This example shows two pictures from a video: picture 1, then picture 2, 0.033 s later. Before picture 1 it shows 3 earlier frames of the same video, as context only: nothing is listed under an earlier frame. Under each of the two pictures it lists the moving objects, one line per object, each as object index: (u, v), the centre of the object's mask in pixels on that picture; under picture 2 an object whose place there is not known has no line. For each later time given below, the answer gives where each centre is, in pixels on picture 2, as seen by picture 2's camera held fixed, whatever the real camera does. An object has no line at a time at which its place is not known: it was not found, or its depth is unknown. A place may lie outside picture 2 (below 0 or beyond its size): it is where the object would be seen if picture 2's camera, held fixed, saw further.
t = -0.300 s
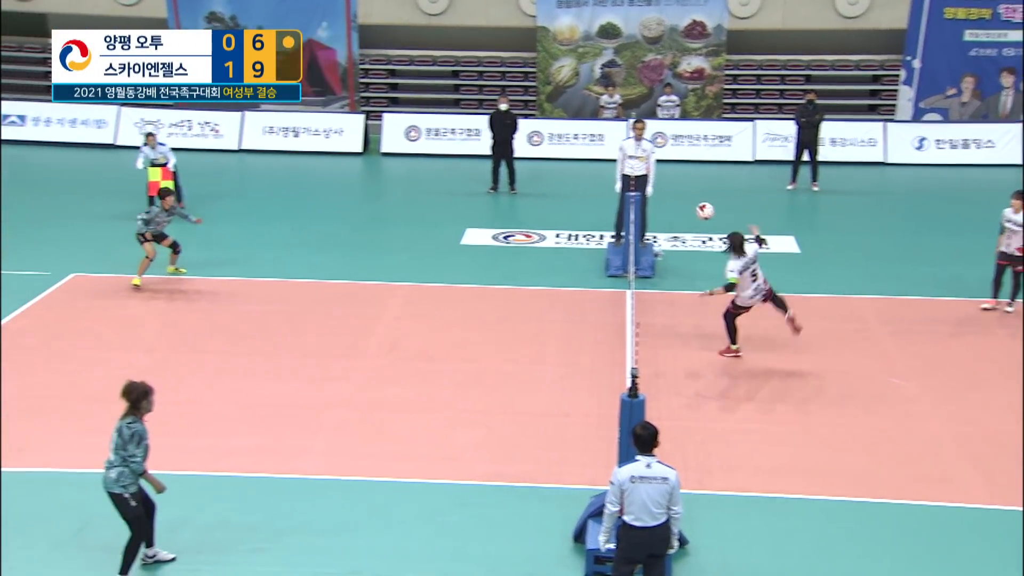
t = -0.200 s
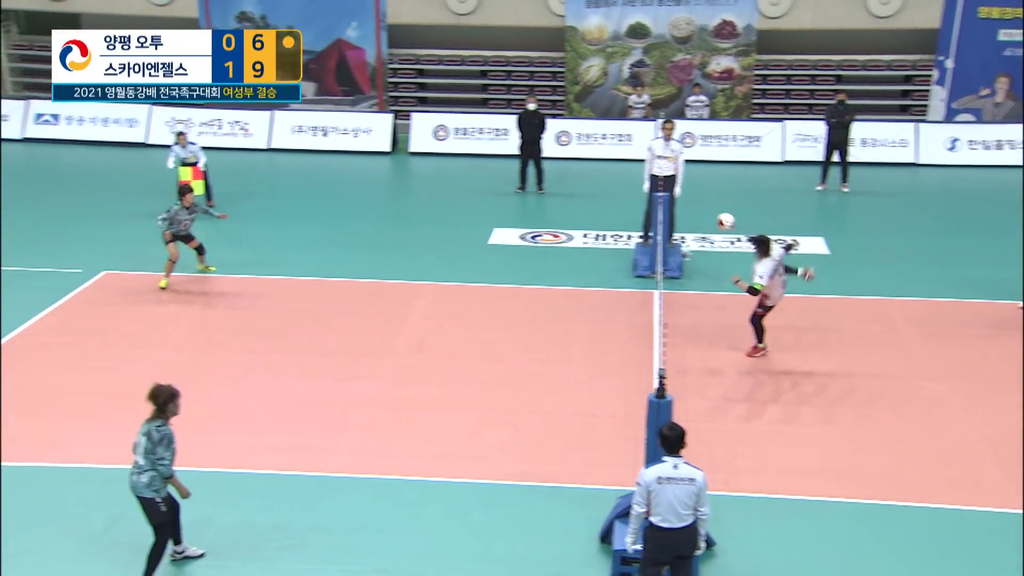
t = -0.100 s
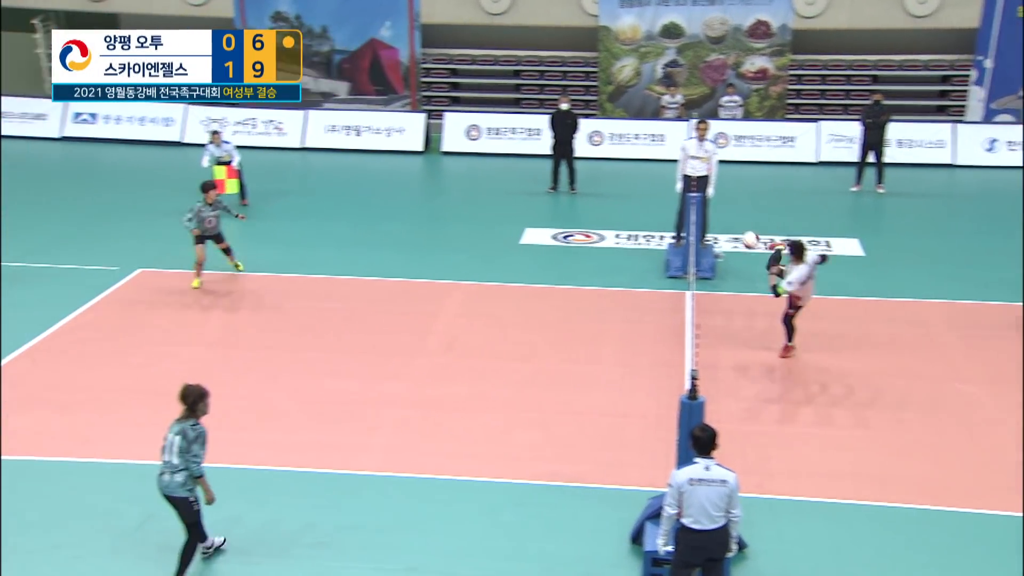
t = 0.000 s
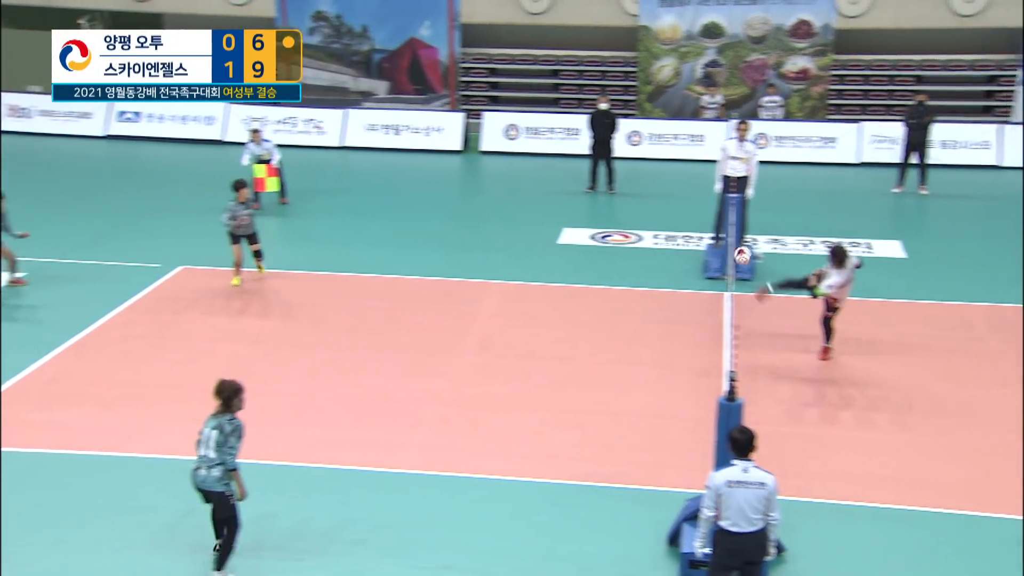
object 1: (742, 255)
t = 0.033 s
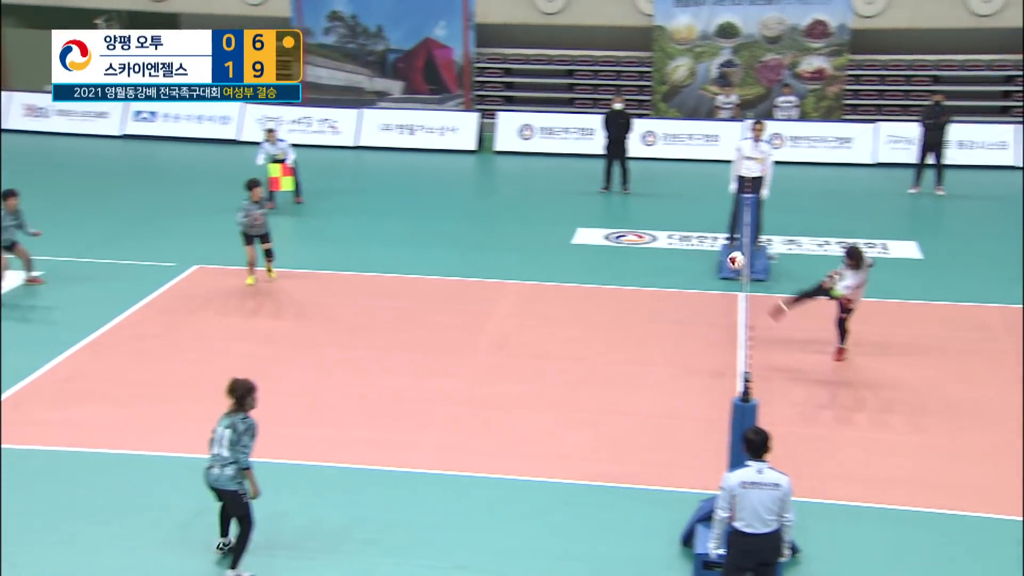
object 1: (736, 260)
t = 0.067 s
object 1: (713, 265)
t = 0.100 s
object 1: (697, 271)
